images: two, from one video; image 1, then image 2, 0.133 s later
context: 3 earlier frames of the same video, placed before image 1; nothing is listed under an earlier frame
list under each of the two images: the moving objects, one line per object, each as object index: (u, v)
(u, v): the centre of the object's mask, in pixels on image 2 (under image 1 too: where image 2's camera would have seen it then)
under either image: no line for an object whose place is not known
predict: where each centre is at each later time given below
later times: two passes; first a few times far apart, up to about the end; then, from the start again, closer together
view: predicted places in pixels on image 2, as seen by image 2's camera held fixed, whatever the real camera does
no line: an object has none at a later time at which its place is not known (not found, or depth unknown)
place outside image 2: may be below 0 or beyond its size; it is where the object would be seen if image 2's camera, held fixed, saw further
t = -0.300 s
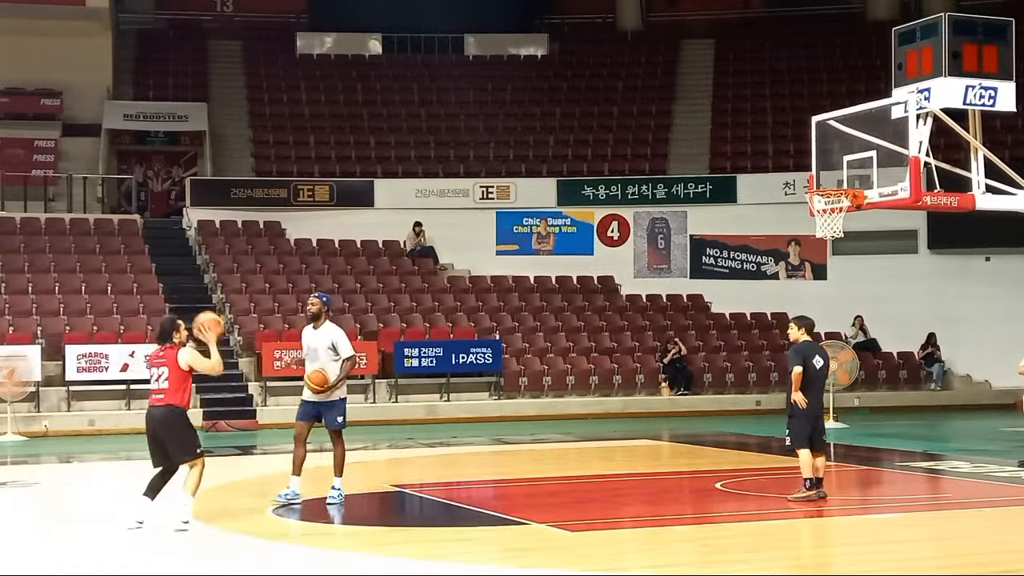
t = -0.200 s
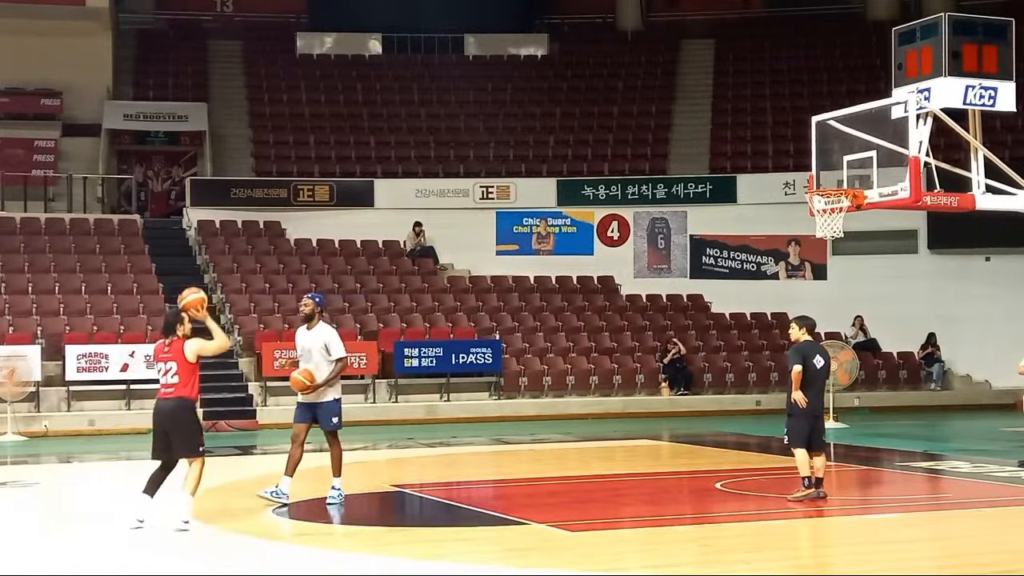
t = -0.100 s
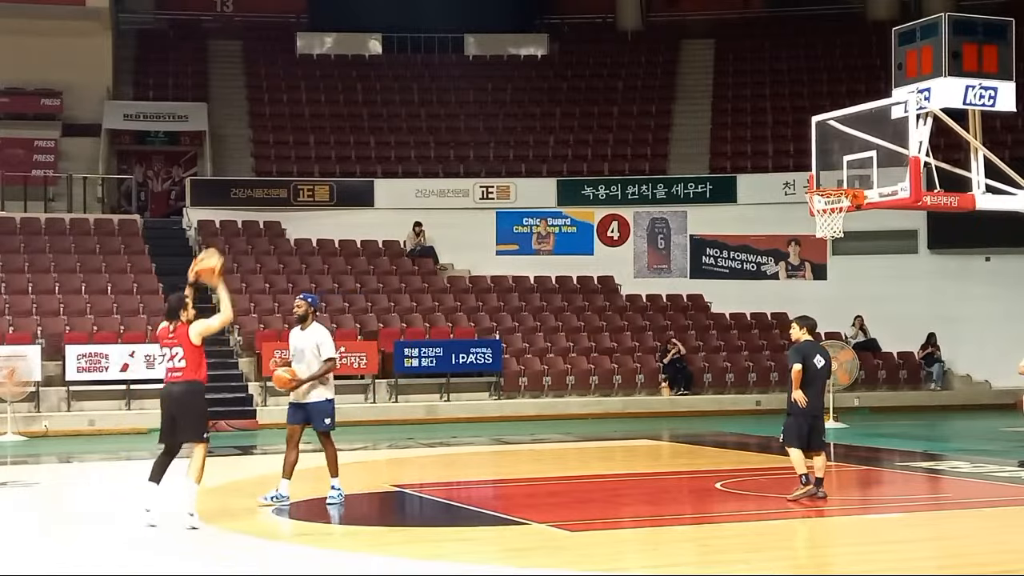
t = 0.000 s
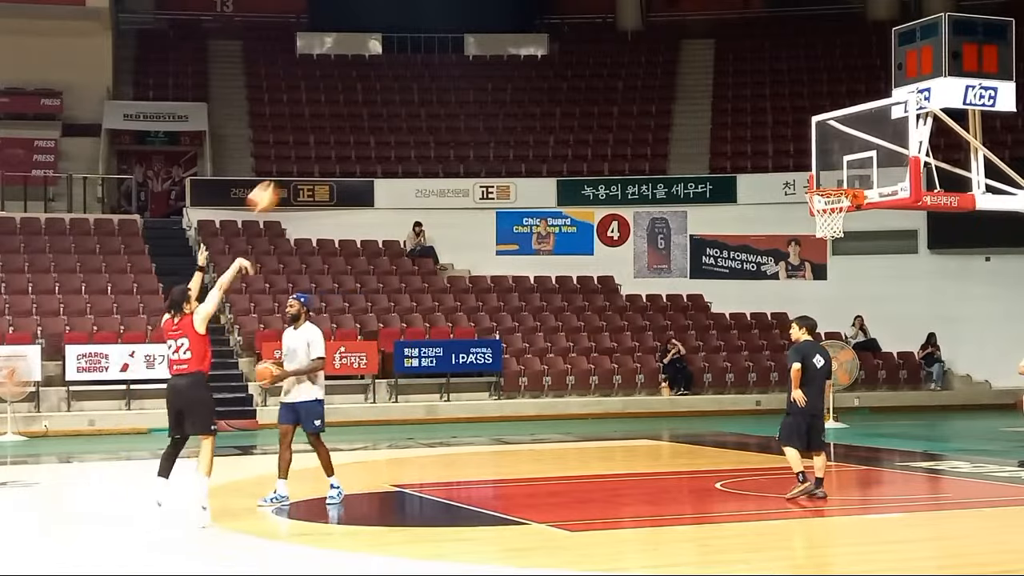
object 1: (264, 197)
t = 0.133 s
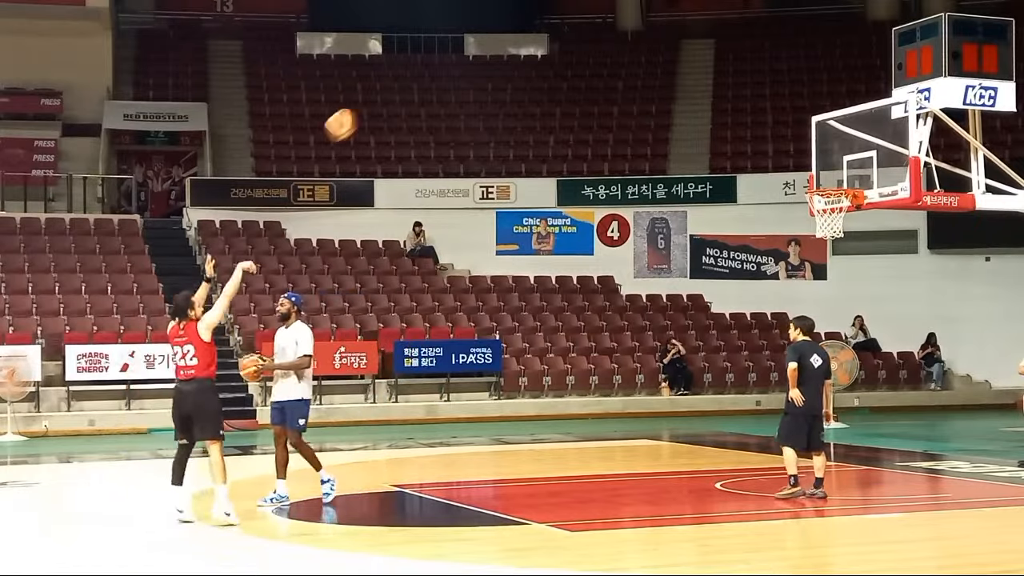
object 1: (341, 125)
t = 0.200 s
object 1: (379, 96)
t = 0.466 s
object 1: (519, 30)
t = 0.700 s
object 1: (634, 34)
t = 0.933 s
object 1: (741, 88)
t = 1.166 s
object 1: (838, 177)
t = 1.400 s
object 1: (814, 152)
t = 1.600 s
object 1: (765, 164)
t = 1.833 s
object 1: (711, 224)
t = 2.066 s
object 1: (660, 329)
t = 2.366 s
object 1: (607, 426)
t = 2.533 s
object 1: (596, 355)
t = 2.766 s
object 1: (580, 299)
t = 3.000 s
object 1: (565, 287)
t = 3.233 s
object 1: (551, 321)
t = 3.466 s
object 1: (538, 398)
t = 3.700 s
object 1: (523, 423)
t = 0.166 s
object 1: (359, 110)
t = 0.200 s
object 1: (379, 96)
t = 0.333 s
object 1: (450, 54)
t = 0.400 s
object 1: (485, 39)
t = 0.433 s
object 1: (502, 34)
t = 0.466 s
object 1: (519, 30)
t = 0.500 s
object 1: (536, 27)
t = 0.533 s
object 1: (553, 26)
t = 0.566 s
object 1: (569, 26)
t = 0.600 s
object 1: (585, 26)
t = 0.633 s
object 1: (602, 28)
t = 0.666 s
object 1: (618, 30)
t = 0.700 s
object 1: (634, 34)
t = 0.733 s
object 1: (649, 39)
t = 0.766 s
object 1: (665, 44)
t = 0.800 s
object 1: (680, 51)
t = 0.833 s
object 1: (695, 59)
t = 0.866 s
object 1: (711, 67)
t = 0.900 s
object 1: (726, 77)
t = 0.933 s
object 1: (741, 88)
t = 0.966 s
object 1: (756, 99)
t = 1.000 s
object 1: (770, 112)
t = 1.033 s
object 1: (785, 125)
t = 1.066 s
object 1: (799, 140)
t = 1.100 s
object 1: (815, 155)
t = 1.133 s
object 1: (829, 170)
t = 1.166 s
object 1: (838, 177)
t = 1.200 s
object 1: (841, 172)
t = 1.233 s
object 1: (844, 168)
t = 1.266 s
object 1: (846, 163)
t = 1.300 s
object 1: (838, 158)
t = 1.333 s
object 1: (830, 156)
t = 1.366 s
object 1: (823, 153)
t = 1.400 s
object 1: (814, 152)
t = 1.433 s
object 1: (805, 152)
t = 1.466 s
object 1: (797, 153)
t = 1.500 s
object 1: (789, 154)
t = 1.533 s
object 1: (781, 157)
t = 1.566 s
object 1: (773, 160)
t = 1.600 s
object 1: (765, 164)
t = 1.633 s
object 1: (757, 170)
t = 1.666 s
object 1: (750, 176)
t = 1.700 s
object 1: (742, 184)
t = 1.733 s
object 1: (734, 193)
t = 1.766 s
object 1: (727, 202)
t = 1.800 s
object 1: (719, 212)
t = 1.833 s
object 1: (711, 224)
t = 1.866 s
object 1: (704, 238)
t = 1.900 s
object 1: (696, 249)
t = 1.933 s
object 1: (689, 263)
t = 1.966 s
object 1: (682, 279)
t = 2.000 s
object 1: (674, 295)
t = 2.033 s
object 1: (666, 312)
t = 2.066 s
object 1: (660, 329)
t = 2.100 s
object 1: (652, 347)
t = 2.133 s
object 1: (645, 366)
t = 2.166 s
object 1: (639, 386)
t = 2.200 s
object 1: (631, 408)
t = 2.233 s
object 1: (625, 430)
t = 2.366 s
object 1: (607, 426)
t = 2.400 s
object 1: (605, 411)
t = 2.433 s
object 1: (603, 394)
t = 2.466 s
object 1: (601, 382)
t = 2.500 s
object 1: (598, 367)
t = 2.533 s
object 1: (596, 355)
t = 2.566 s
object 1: (593, 344)
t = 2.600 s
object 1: (591, 334)
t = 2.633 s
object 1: (589, 325)
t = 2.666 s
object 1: (587, 318)
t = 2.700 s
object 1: (584, 310)
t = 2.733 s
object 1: (582, 304)
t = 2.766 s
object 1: (580, 299)
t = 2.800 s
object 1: (578, 294)
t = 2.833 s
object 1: (575, 291)
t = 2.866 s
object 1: (573, 288)
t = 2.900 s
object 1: (571, 287)
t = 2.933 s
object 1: (569, 286)
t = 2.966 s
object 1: (568, 286)
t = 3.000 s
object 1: (565, 287)
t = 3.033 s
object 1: (563, 290)
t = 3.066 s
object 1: (561, 293)
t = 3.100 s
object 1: (559, 296)
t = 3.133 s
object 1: (557, 302)
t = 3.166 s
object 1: (555, 307)
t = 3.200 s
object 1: (553, 313)
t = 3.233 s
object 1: (551, 321)
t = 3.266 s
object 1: (549, 329)
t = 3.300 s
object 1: (547, 339)
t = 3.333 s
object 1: (545, 348)
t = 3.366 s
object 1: (543, 360)
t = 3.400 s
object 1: (541, 372)
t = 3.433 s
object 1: (539, 385)
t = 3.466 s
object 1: (538, 398)
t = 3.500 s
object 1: (536, 414)
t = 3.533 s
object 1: (534, 428)
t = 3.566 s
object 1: (533, 445)
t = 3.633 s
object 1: (528, 445)
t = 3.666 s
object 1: (527, 433)
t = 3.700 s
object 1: (523, 423)
